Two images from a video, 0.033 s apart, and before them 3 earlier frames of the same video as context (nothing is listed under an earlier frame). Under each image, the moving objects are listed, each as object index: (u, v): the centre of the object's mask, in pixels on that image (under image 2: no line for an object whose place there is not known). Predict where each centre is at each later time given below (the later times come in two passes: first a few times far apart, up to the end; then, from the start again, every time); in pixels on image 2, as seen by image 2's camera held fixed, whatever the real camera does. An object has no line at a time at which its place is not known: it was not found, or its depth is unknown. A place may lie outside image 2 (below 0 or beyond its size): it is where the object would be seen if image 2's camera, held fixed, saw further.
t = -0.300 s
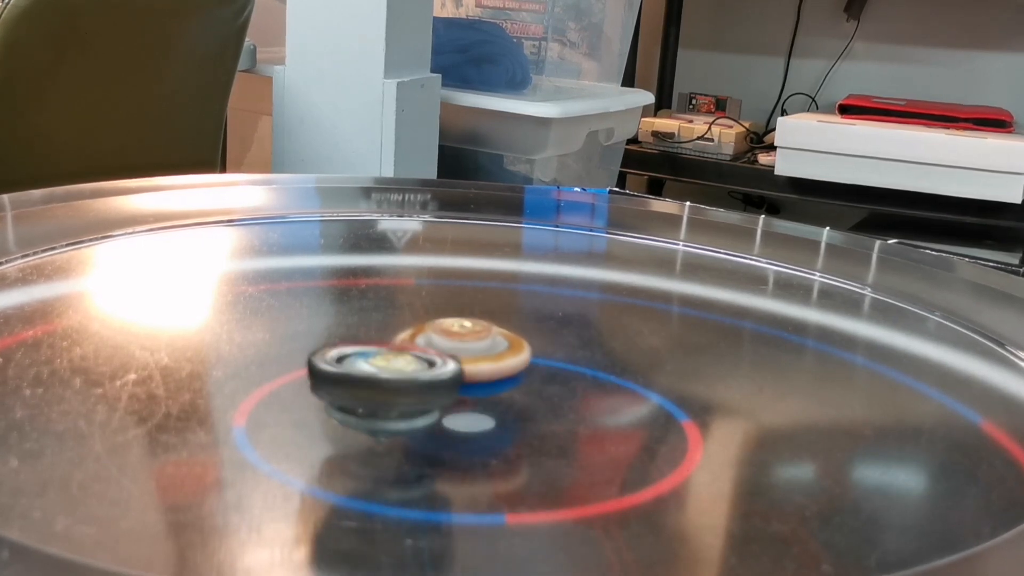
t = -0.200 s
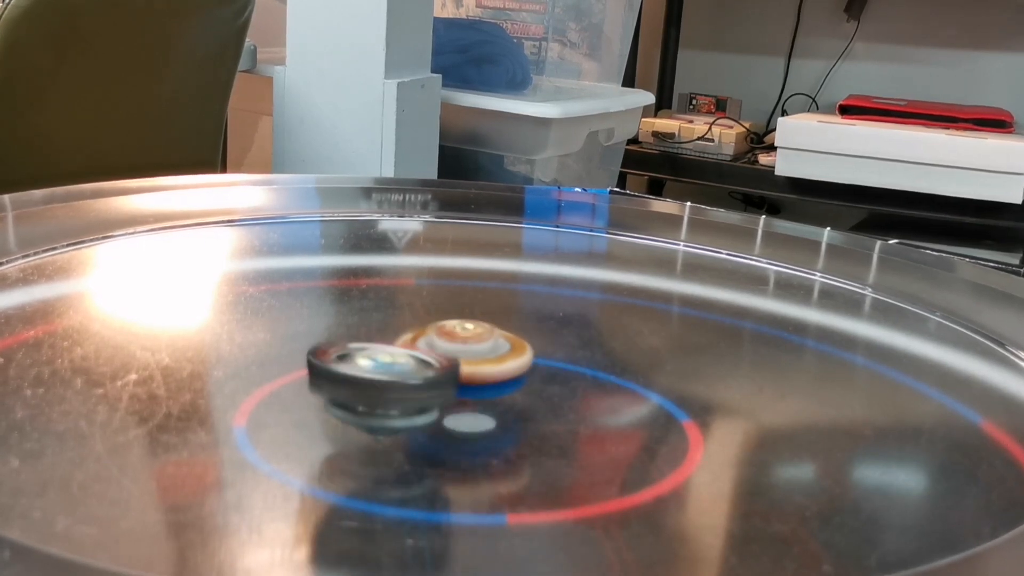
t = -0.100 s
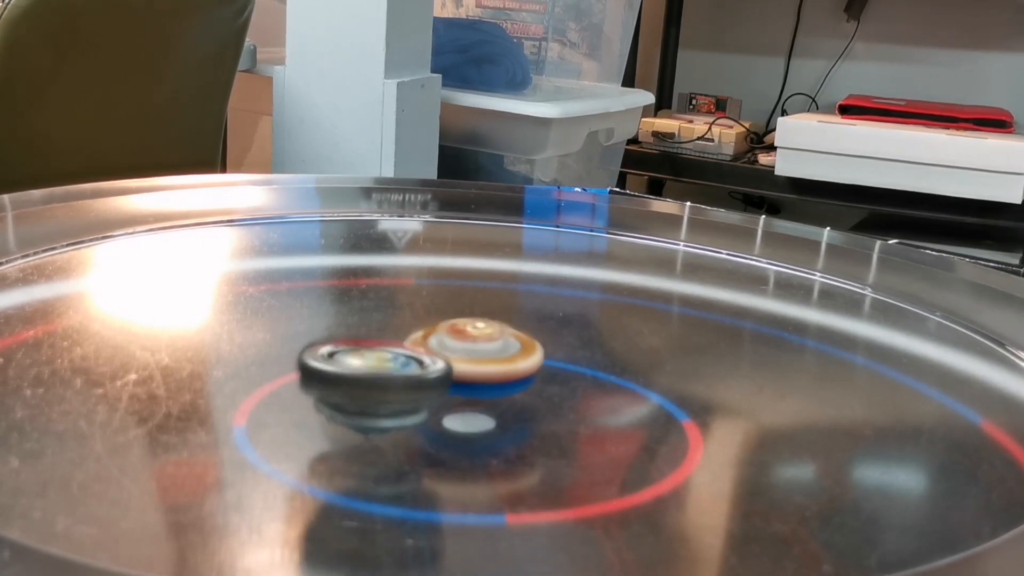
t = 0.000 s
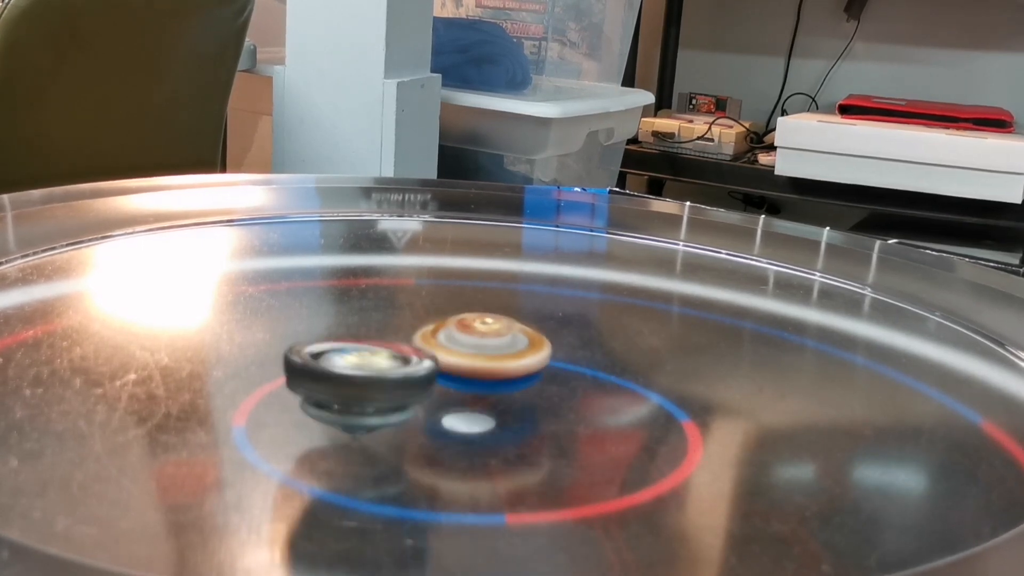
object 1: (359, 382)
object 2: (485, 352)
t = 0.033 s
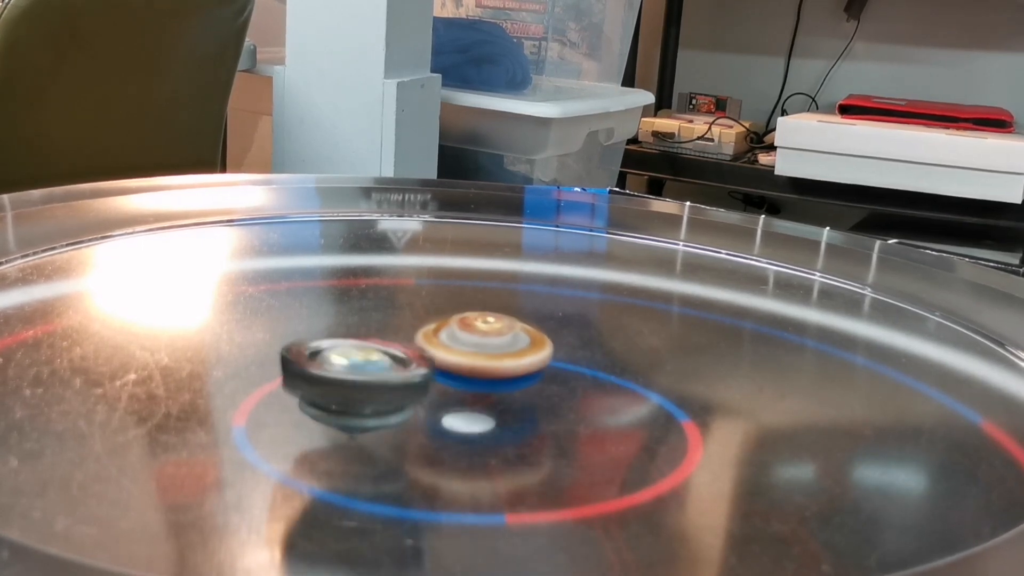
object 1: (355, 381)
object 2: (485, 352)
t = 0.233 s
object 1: (358, 377)
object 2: (491, 351)
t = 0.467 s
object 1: (374, 361)
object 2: (508, 357)
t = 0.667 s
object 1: (351, 343)
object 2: (533, 360)
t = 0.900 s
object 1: (311, 327)
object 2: (525, 366)
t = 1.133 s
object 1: (320, 329)
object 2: (518, 377)
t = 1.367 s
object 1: (382, 337)
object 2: (500, 381)
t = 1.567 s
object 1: (399, 322)
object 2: (538, 395)
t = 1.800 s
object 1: (427, 316)
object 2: (520, 400)
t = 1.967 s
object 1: (449, 318)
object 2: (501, 402)
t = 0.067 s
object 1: (356, 381)
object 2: (486, 351)
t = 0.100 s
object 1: (353, 381)
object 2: (487, 351)
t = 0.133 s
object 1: (354, 380)
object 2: (489, 350)
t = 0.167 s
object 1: (354, 379)
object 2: (489, 350)
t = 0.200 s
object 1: (357, 378)
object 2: (491, 350)
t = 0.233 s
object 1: (358, 377)
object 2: (491, 351)
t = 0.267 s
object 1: (359, 375)
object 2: (493, 352)
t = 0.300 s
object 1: (364, 373)
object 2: (495, 352)
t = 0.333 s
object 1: (366, 371)
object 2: (498, 353)
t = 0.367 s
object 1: (370, 368)
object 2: (501, 354)
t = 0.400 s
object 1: (370, 366)
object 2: (503, 355)
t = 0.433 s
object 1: (374, 363)
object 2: (506, 356)
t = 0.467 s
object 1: (374, 361)
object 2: (508, 357)
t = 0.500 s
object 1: (377, 357)
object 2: (511, 357)
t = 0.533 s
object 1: (377, 355)
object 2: (513, 358)
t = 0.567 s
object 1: (371, 352)
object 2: (520, 359)
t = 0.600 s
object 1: (365, 349)
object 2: (527, 359)
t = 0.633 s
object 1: (358, 346)
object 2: (530, 360)
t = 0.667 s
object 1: (351, 343)
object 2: (533, 360)
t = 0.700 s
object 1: (344, 340)
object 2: (534, 360)
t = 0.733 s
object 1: (337, 337)
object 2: (534, 361)
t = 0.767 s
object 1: (331, 335)
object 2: (534, 362)
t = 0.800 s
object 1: (324, 332)
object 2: (532, 363)
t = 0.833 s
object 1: (317, 330)
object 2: (530, 364)
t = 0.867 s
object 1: (315, 329)
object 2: (528, 365)
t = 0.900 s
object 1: (311, 327)
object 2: (525, 366)
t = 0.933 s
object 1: (308, 327)
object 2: (524, 368)
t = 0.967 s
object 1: (307, 326)
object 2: (523, 370)
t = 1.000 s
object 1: (309, 327)
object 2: (522, 372)
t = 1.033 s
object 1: (309, 327)
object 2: (521, 373)
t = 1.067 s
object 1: (312, 329)
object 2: (520, 375)
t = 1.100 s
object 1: (313, 328)
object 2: (520, 376)
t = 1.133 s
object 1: (320, 329)
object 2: (518, 377)
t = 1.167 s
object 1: (325, 331)
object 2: (516, 378)
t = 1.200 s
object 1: (336, 332)
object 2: (515, 379)
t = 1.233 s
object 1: (344, 334)
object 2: (512, 379)
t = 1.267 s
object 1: (355, 335)
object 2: (510, 380)
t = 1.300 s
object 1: (364, 336)
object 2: (507, 380)
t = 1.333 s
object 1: (375, 337)
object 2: (504, 381)
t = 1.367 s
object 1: (382, 337)
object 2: (500, 381)
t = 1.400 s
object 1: (384, 334)
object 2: (511, 386)
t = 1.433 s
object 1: (385, 332)
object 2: (521, 390)
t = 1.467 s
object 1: (390, 329)
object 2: (528, 392)
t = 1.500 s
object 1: (392, 326)
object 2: (533, 393)
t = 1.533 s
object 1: (397, 324)
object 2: (536, 394)
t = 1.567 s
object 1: (399, 322)
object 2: (538, 395)
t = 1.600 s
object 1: (404, 321)
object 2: (538, 396)
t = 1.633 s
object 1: (405, 319)
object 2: (537, 396)
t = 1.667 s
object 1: (411, 318)
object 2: (535, 397)
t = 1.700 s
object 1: (411, 317)
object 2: (532, 398)
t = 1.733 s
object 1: (417, 317)
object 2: (528, 399)
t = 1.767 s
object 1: (420, 316)
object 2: (524, 399)
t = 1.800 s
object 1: (427, 316)
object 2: (520, 400)
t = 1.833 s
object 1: (431, 316)
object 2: (517, 401)
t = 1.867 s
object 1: (437, 317)
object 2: (514, 401)
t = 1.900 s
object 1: (440, 316)
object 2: (510, 402)
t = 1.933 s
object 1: (445, 317)
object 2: (505, 402)
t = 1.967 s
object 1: (449, 318)
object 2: (501, 402)
